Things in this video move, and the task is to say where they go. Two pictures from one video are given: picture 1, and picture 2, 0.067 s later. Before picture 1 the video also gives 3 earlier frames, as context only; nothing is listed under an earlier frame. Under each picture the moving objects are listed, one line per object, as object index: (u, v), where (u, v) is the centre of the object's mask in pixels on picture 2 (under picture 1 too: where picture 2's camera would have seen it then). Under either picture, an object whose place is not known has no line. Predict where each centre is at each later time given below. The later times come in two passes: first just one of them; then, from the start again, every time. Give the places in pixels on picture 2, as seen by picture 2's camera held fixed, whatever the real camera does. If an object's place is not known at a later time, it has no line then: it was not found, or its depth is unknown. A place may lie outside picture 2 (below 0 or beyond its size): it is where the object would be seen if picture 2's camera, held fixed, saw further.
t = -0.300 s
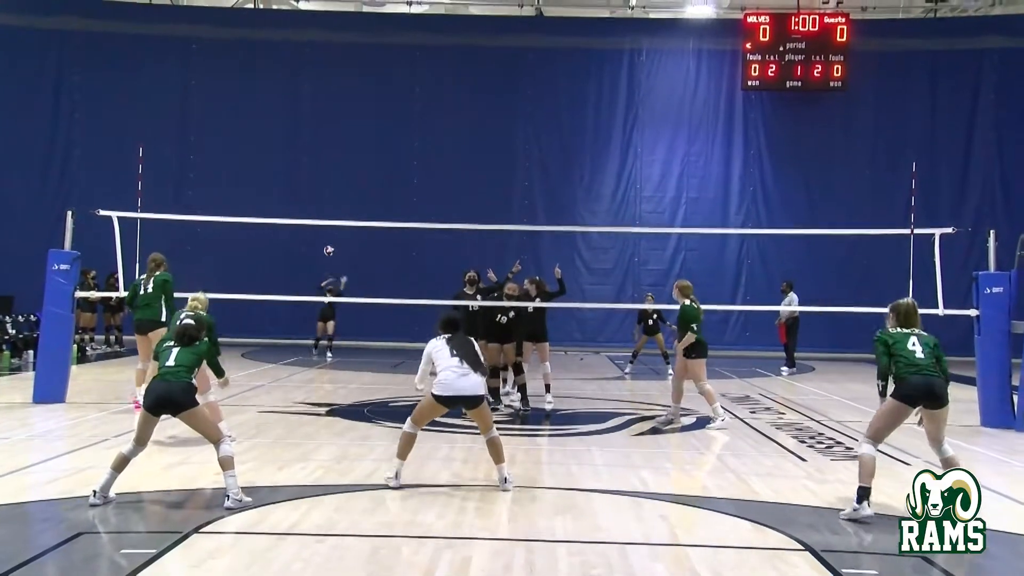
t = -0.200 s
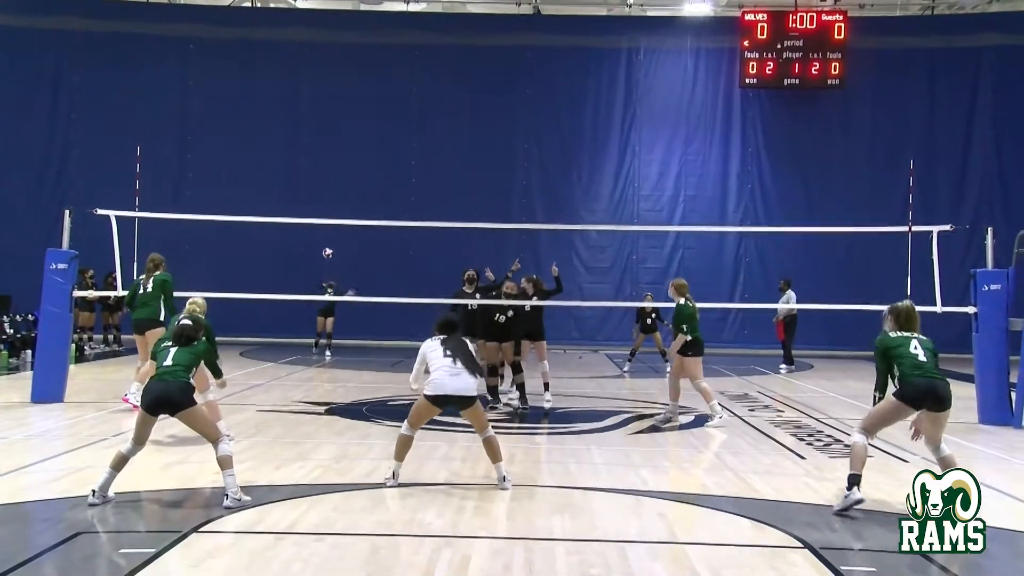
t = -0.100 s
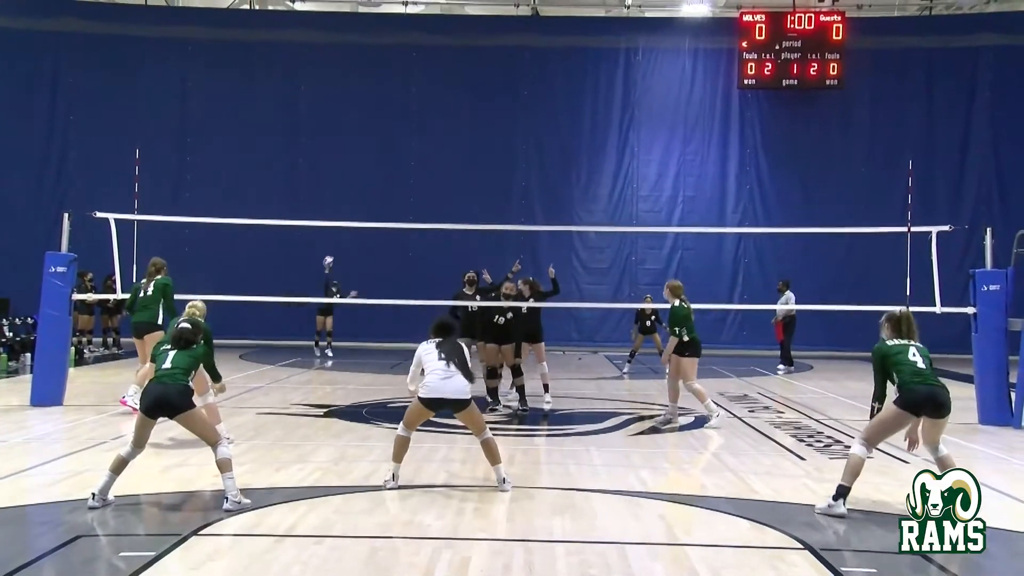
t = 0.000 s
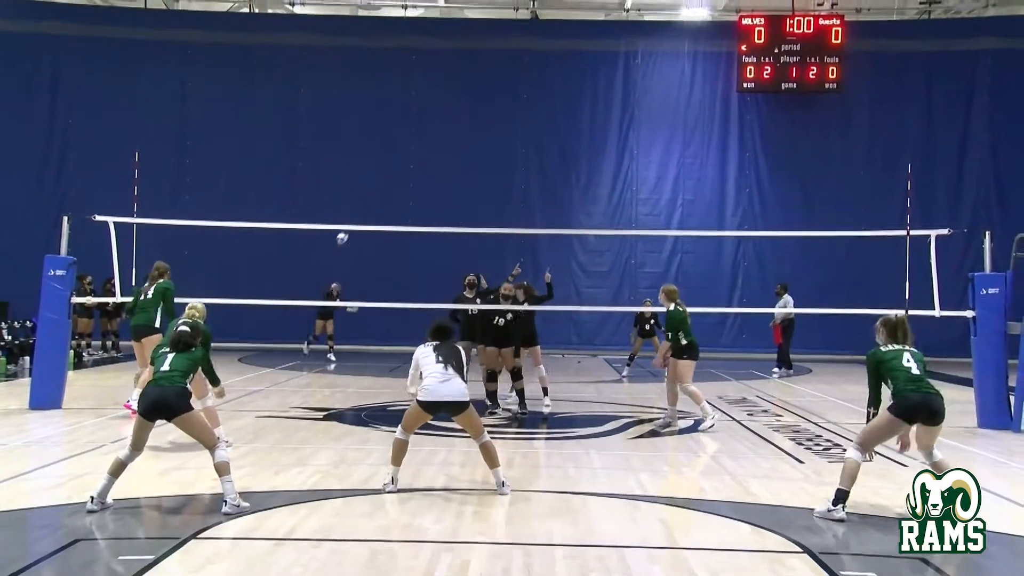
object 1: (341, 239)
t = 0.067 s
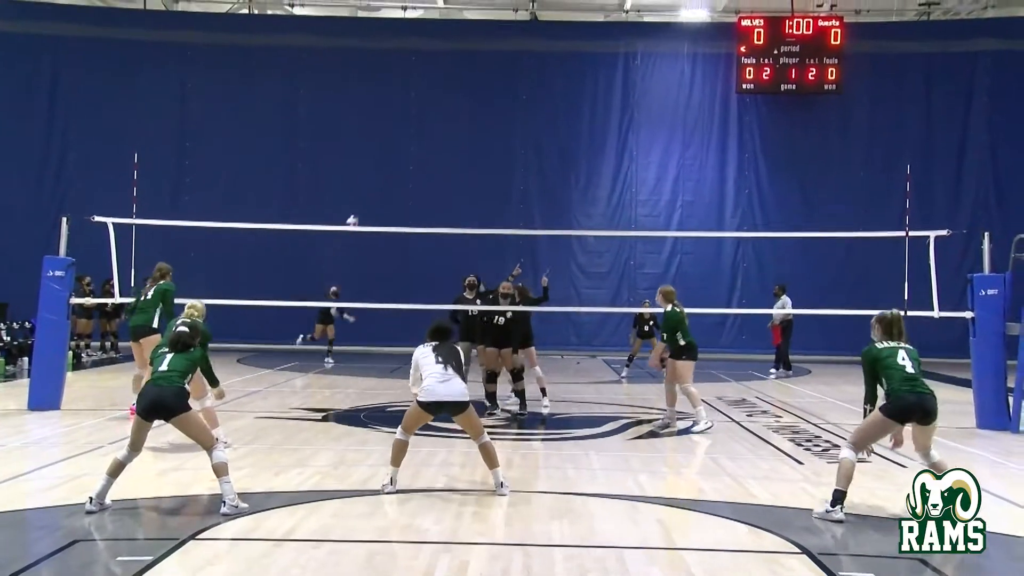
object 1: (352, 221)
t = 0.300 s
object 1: (391, 171)
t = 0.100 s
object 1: (357, 214)
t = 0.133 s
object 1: (361, 206)
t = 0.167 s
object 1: (368, 198)
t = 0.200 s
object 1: (374, 191)
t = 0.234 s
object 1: (380, 184)
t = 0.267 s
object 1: (385, 177)
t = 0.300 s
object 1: (391, 171)
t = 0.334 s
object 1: (397, 165)
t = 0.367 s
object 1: (403, 159)
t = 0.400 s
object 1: (409, 153)
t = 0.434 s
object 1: (414, 148)
